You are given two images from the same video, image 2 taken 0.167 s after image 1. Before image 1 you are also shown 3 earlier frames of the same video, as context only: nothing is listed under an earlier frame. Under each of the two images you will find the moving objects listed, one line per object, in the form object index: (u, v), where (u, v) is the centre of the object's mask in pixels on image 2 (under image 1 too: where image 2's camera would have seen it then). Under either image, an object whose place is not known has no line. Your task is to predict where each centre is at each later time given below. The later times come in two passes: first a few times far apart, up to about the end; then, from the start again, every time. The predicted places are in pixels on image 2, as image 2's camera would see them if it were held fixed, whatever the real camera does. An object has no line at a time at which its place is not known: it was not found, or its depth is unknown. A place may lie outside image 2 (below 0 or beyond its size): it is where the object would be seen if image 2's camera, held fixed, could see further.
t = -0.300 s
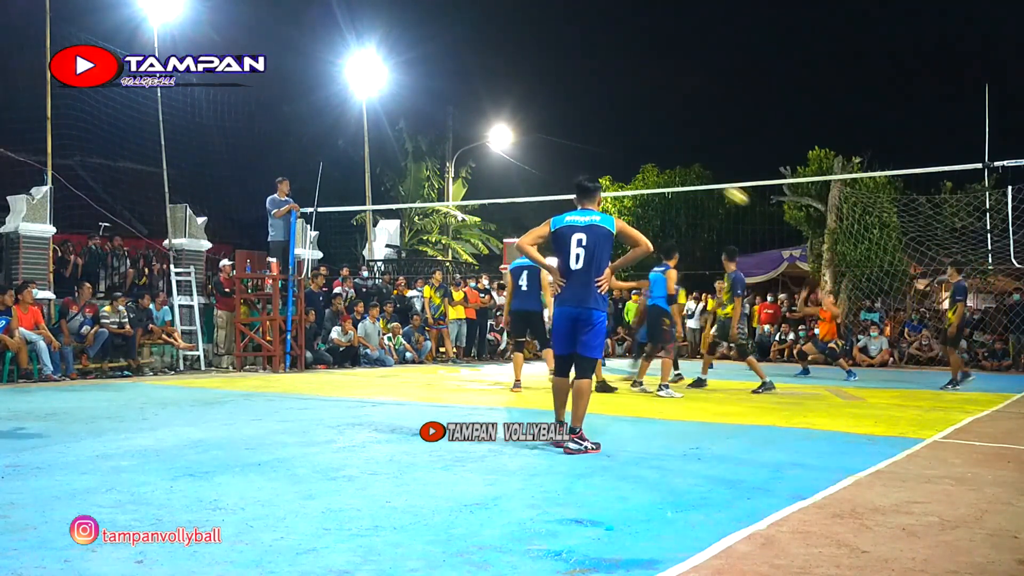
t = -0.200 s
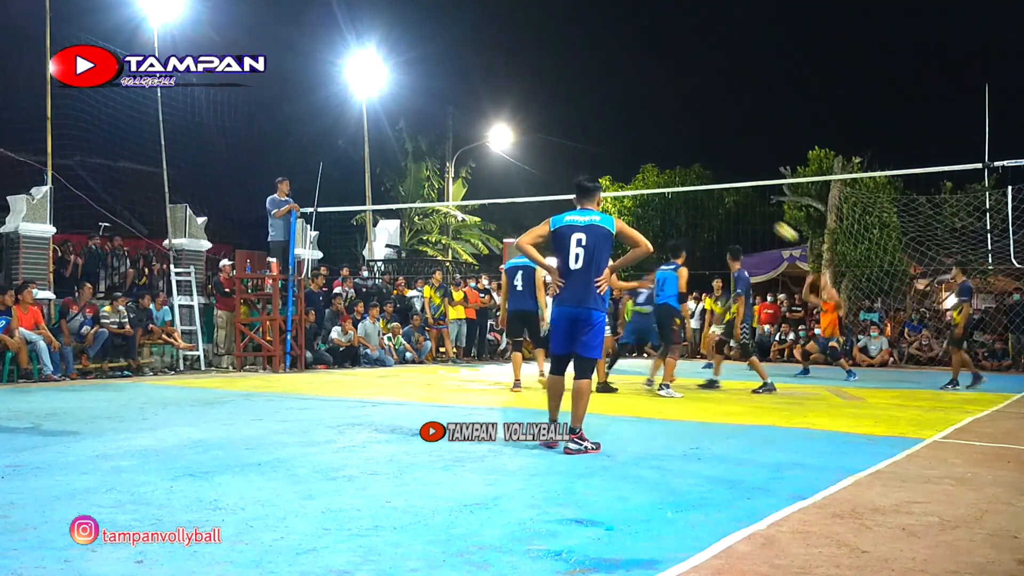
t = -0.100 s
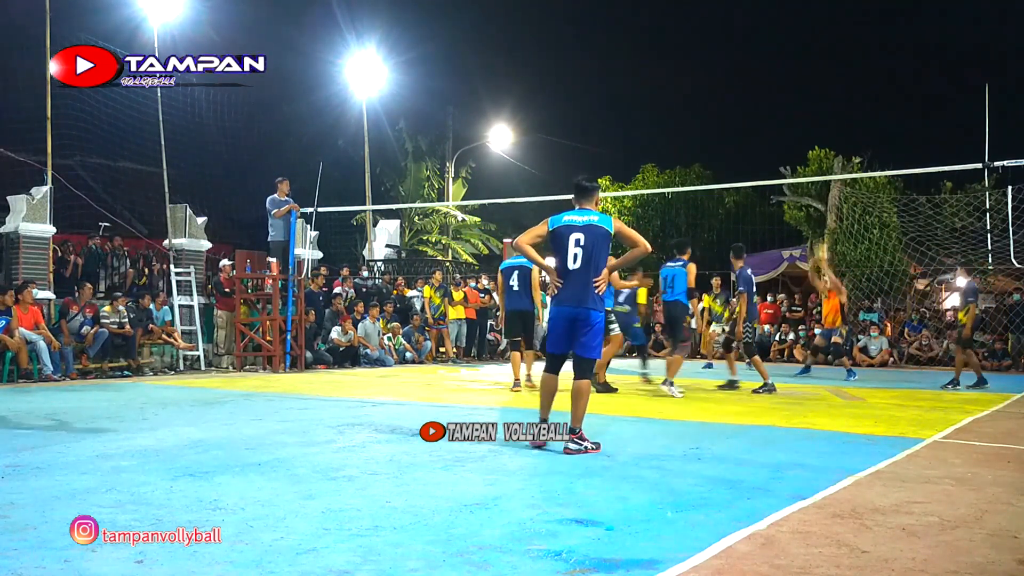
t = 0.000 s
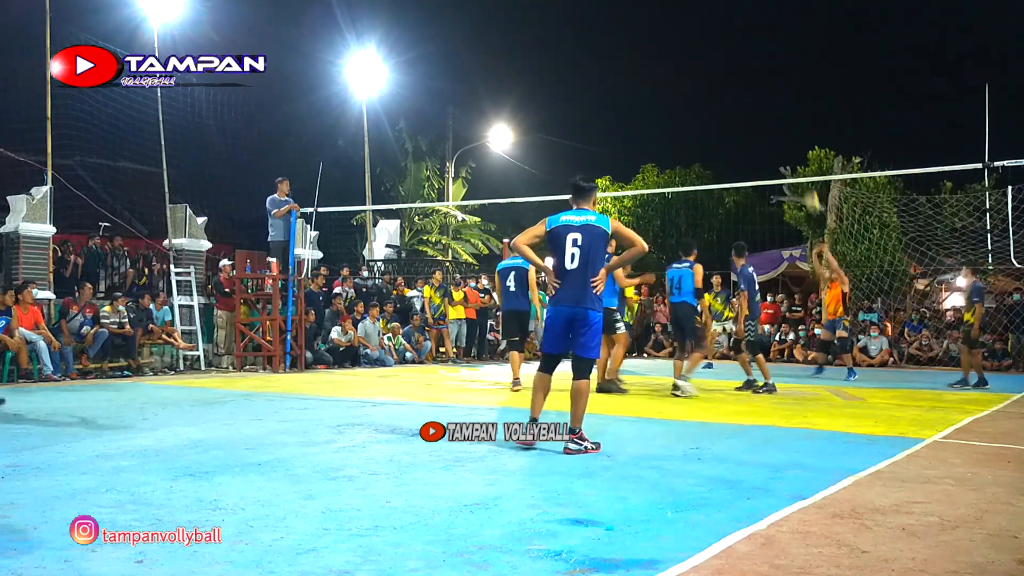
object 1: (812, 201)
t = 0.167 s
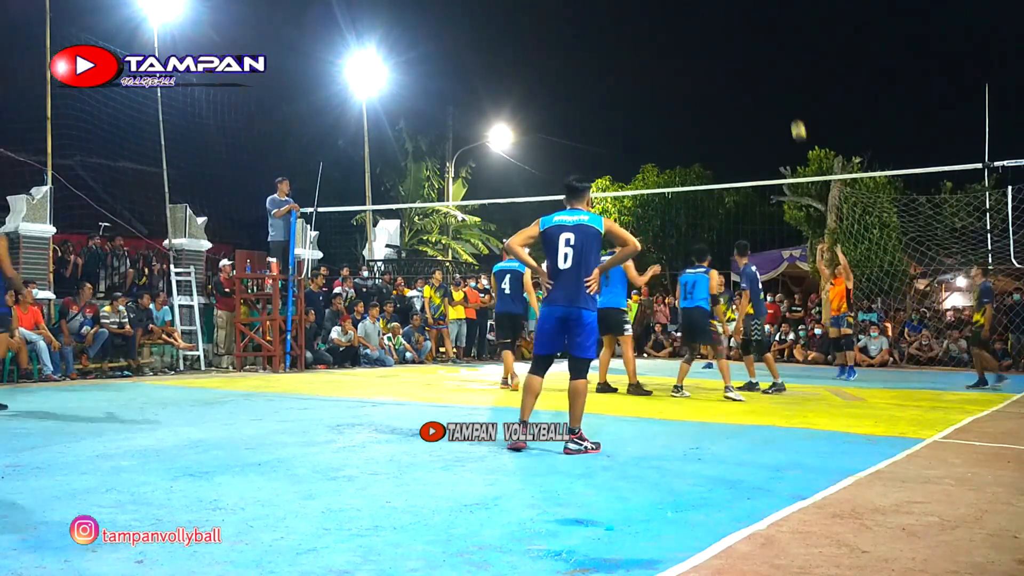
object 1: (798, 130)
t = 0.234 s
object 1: (793, 107)
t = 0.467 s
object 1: (776, 48)
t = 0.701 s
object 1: (759, 24)
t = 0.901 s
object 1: (744, 29)
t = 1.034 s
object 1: (735, 45)
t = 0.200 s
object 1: (796, 119)
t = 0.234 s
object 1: (793, 107)
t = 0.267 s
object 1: (790, 96)
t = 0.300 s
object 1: (788, 87)
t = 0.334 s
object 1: (785, 77)
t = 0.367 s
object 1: (783, 69)
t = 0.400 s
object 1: (781, 62)
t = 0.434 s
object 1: (778, 54)
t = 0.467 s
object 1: (776, 48)
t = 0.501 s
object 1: (773, 43)
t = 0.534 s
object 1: (771, 38)
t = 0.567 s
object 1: (768, 34)
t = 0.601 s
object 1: (766, 30)
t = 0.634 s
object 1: (763, 27)
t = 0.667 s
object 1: (761, 25)
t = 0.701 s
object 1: (759, 24)
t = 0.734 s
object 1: (756, 23)
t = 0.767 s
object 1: (754, 23)
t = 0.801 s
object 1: (752, 23)
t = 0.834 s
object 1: (749, 24)
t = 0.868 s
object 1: (747, 26)
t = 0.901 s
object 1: (744, 29)
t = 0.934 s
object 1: (742, 32)
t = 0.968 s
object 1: (739, 35)
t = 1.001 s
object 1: (737, 39)
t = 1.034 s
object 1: (735, 45)
